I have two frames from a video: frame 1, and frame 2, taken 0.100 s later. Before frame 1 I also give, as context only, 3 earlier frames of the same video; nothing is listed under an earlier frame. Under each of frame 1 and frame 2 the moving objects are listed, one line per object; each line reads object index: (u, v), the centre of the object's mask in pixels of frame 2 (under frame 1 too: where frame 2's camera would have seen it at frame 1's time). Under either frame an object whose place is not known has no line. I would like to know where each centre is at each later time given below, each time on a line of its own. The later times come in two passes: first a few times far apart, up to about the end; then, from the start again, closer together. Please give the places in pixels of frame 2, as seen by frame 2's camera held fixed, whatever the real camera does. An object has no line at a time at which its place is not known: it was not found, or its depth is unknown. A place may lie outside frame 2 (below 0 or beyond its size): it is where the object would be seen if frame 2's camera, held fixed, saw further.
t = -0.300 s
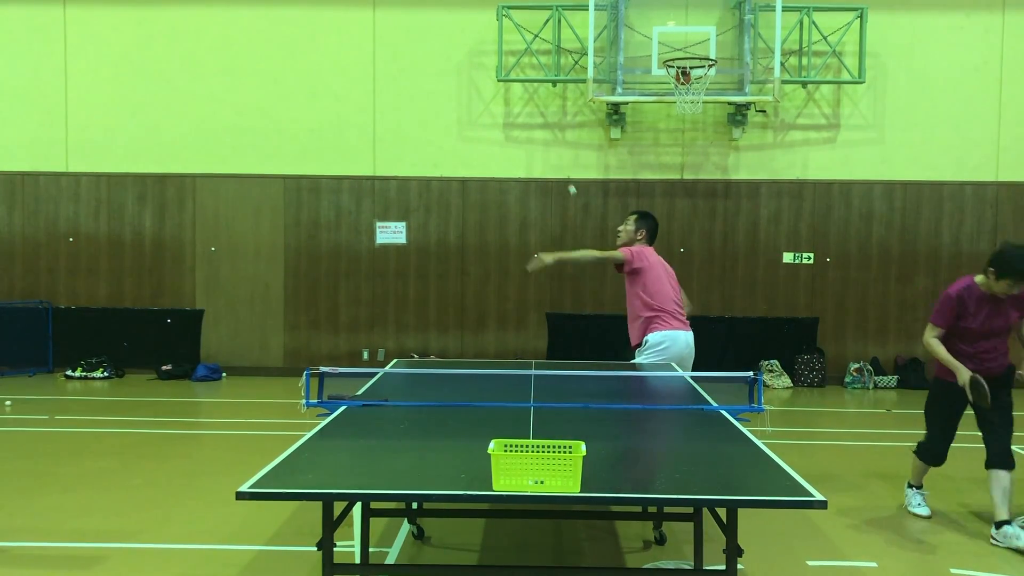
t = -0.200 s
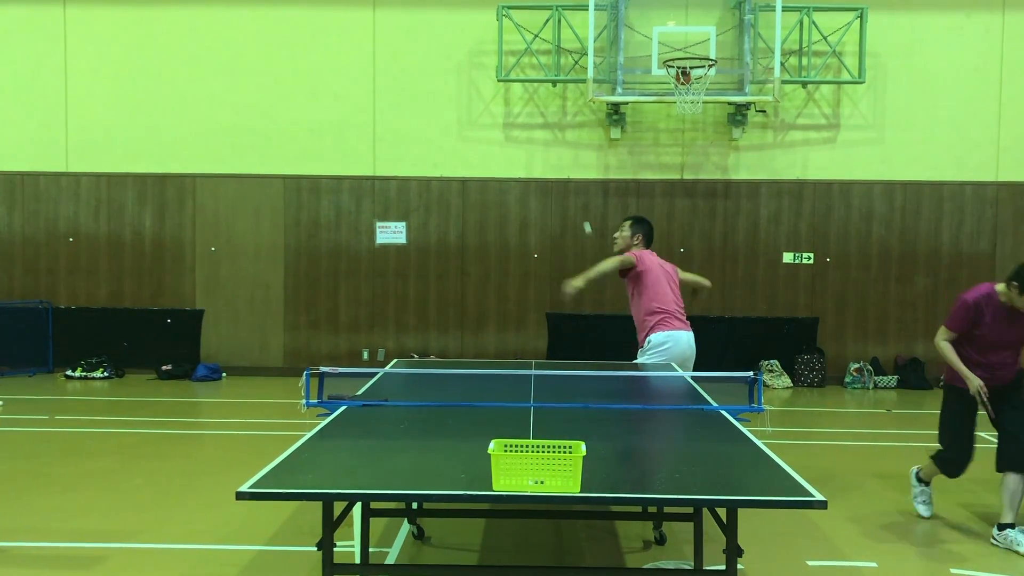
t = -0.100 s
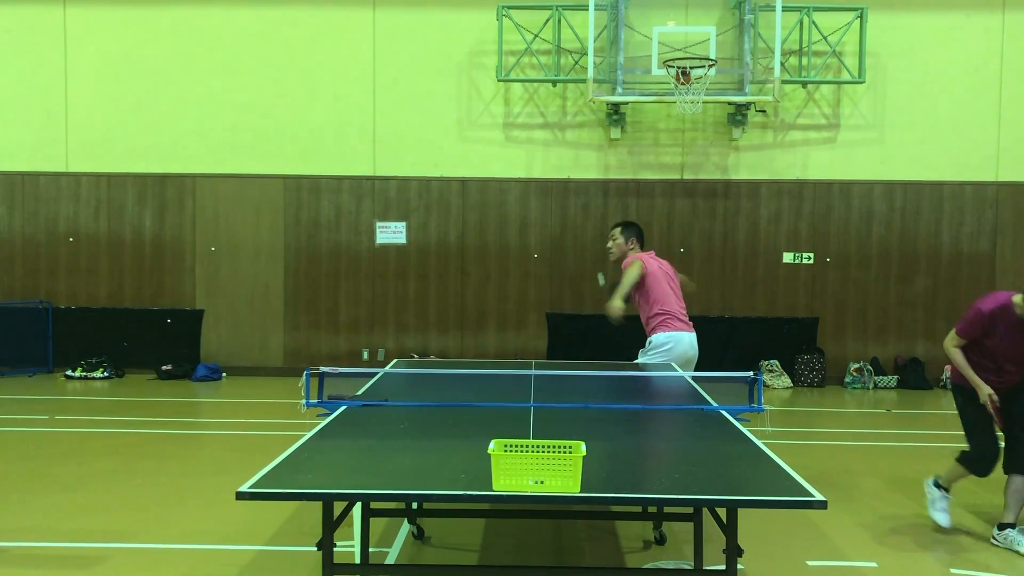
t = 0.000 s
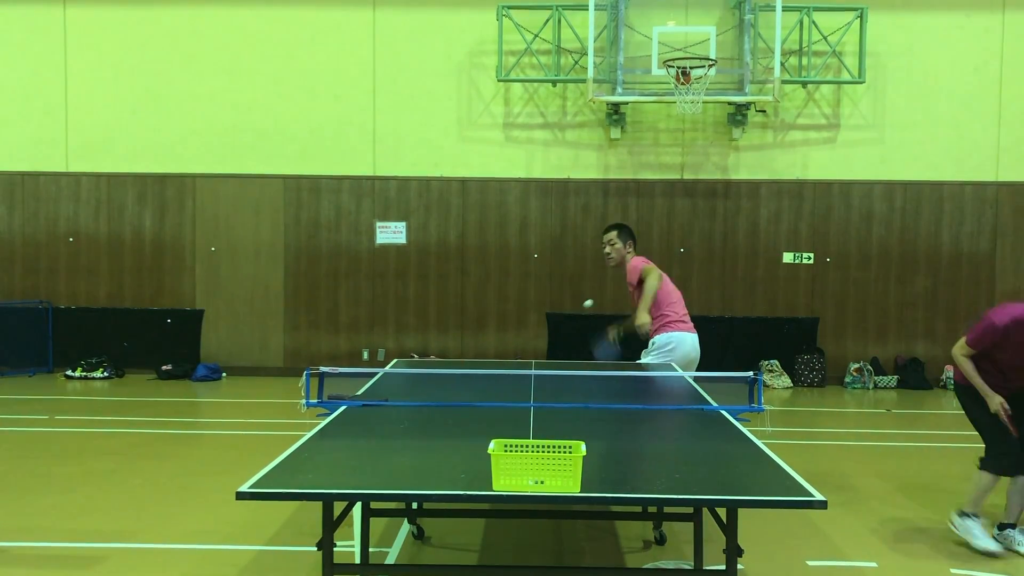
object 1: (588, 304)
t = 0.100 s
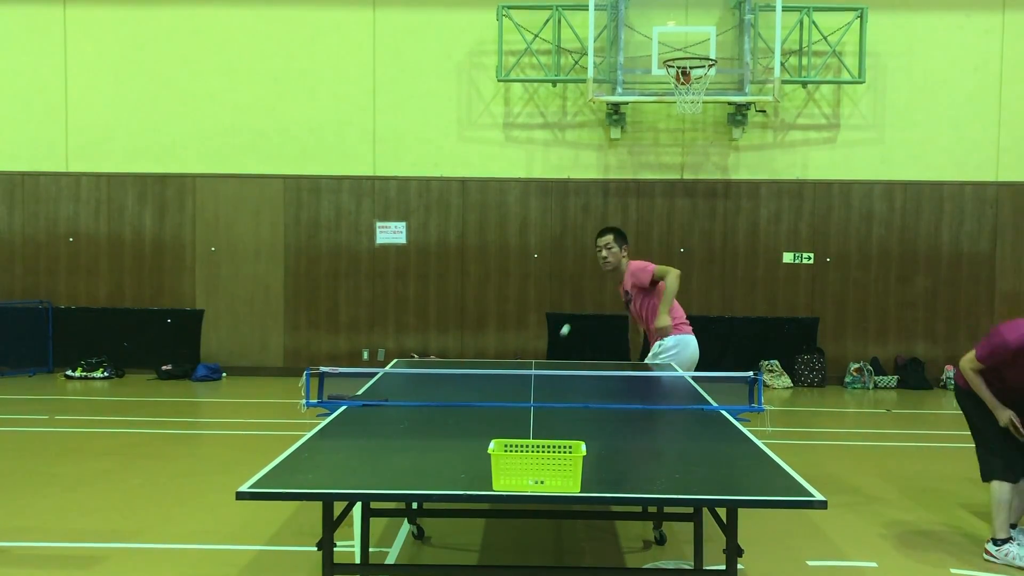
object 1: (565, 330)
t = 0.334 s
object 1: (525, 361)
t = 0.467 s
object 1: (510, 367)
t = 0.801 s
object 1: (389, 417)
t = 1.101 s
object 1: (255, 406)
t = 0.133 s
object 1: (557, 344)
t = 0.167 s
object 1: (550, 361)
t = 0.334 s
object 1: (525, 361)
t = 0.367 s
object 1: (521, 358)
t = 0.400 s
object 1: (517, 358)
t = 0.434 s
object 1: (514, 361)
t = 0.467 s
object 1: (510, 367)
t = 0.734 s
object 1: (429, 425)
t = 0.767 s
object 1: (409, 419)
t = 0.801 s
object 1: (389, 417)
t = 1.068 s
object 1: (267, 404)
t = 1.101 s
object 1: (255, 406)
